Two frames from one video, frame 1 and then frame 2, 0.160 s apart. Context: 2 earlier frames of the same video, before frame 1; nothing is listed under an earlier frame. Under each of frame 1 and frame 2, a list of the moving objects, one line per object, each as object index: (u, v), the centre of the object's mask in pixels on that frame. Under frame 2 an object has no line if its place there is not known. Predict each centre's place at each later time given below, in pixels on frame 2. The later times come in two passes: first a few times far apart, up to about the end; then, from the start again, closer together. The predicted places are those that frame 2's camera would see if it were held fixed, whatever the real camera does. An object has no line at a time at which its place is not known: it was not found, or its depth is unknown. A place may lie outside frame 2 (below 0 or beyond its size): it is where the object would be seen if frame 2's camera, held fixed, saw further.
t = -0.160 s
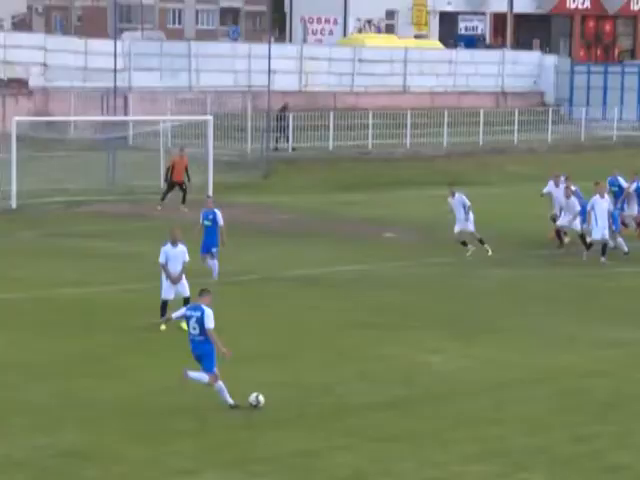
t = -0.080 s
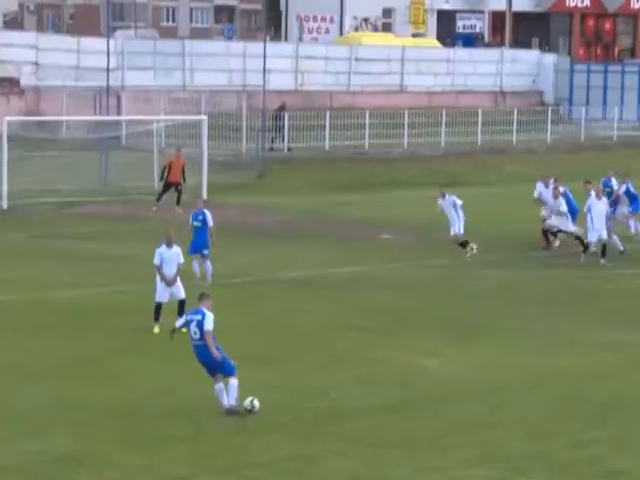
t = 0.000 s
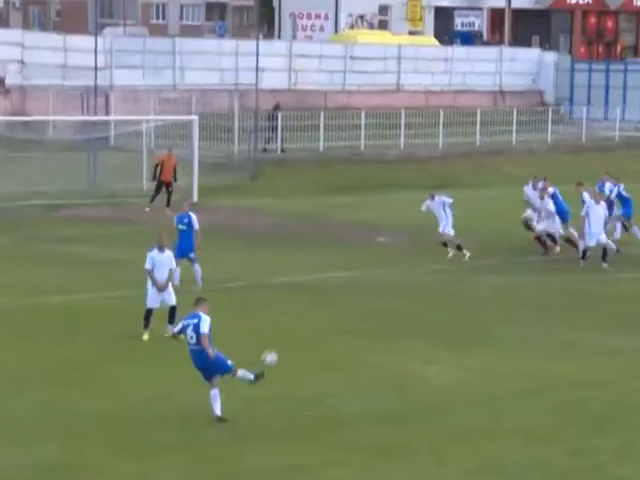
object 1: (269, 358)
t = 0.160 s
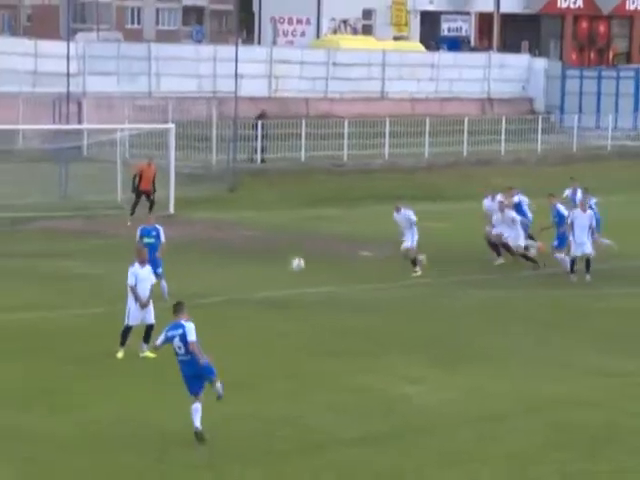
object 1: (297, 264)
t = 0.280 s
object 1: (319, 203)
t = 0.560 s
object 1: (345, 113)
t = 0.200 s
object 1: (305, 241)
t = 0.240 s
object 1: (312, 222)
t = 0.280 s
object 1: (319, 203)
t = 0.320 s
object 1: (325, 186)
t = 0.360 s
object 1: (330, 171)
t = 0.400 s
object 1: (335, 157)
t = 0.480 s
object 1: (340, 133)
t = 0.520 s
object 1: (341, 122)
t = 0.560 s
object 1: (345, 113)
